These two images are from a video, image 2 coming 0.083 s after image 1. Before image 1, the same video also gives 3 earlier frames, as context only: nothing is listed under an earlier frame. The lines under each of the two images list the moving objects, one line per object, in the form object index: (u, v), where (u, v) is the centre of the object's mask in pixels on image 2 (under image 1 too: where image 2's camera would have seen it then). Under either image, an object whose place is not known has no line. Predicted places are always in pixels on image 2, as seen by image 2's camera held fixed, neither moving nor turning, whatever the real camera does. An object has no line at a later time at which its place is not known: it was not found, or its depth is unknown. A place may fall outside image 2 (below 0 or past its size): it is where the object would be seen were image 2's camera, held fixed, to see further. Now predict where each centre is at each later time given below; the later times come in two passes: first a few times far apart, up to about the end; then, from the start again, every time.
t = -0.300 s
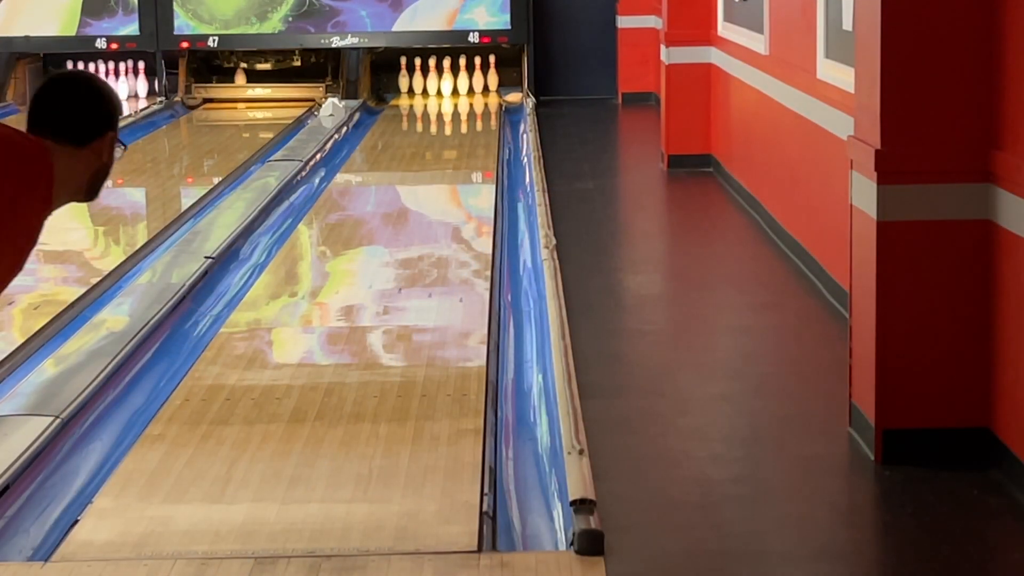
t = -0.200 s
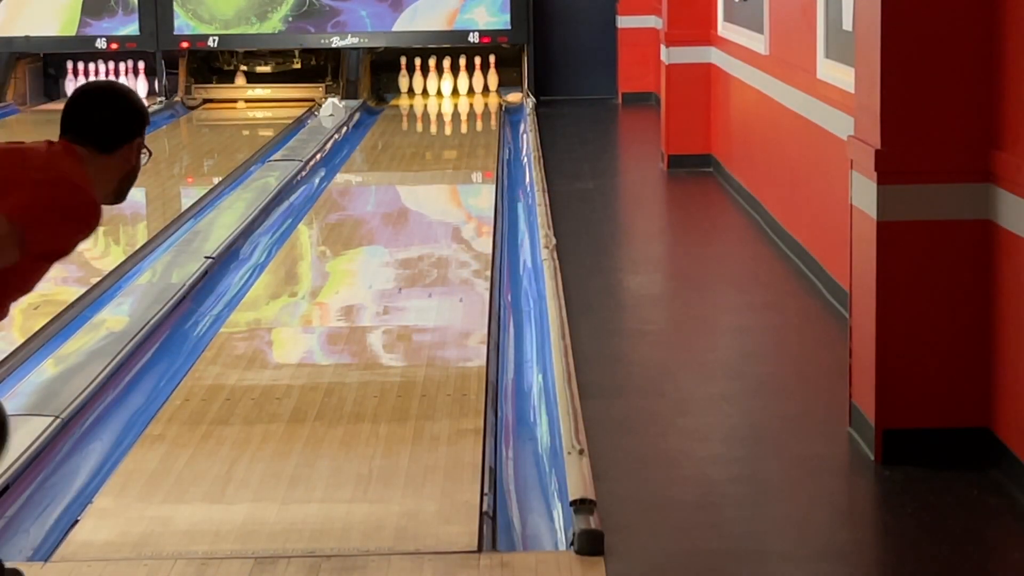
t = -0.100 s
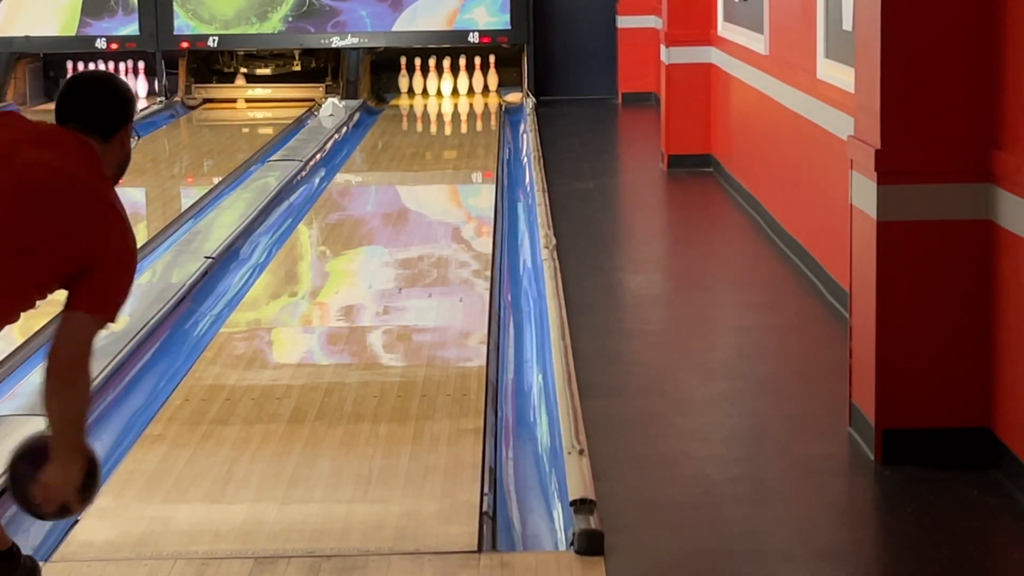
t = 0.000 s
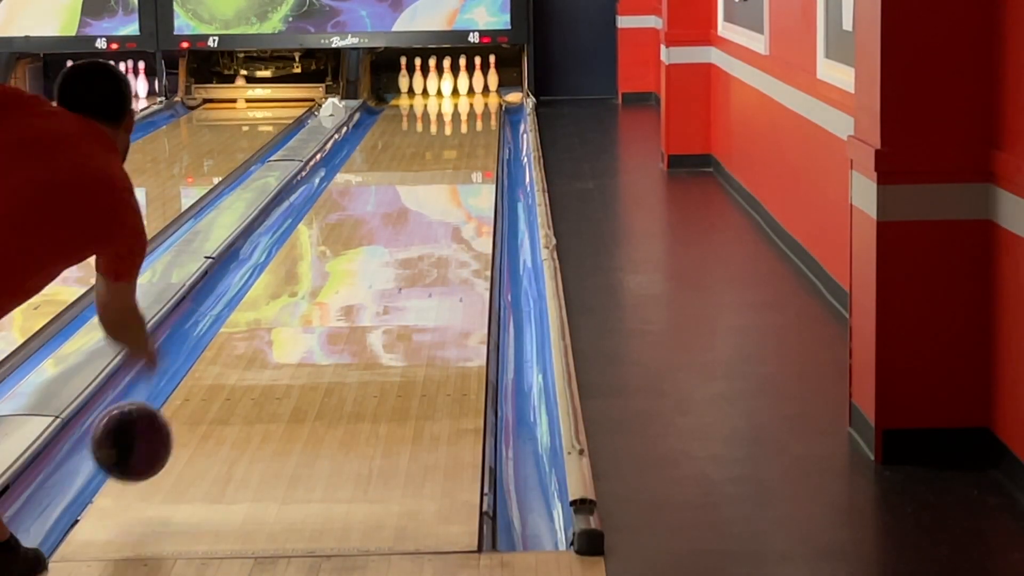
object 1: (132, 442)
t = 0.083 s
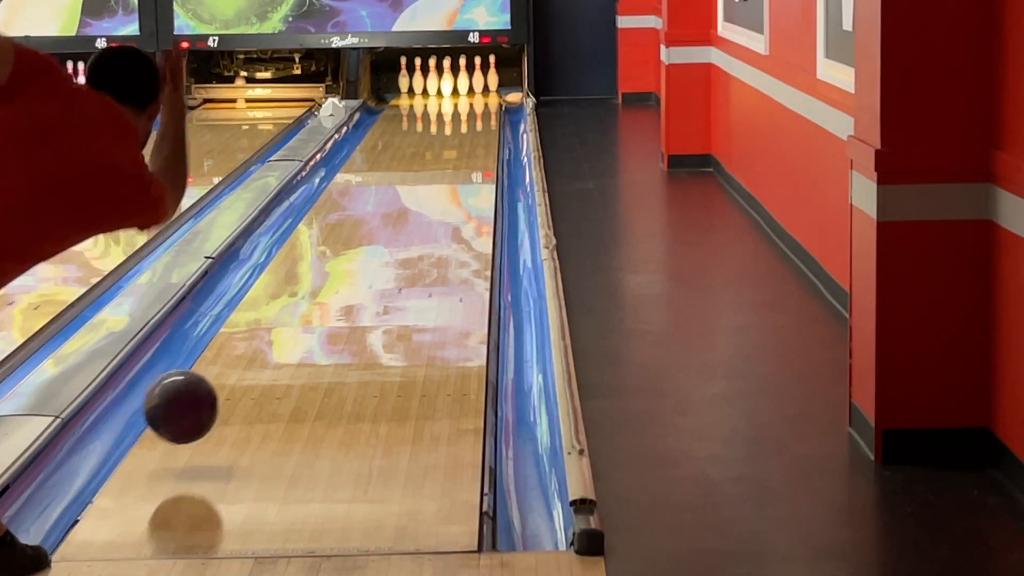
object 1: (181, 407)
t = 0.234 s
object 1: (252, 365)
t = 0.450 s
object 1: (322, 294)
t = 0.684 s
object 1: (375, 242)
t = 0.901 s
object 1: (410, 205)
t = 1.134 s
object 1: (439, 175)
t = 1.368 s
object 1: (461, 151)
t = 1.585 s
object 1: (476, 133)
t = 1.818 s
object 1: (485, 117)
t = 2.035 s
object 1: (484, 105)
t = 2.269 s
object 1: (474, 95)
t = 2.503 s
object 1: (461, 87)
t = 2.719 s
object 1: (465, 81)
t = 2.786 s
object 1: (466, 80)
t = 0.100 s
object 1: (190, 403)
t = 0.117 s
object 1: (199, 401)
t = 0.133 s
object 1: (207, 400)
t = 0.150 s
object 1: (216, 399)
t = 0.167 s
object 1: (223, 392)
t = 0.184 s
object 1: (231, 384)
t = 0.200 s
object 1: (238, 377)
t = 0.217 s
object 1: (245, 372)
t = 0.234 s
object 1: (252, 365)
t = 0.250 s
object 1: (258, 359)
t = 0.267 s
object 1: (264, 352)
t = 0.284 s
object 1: (270, 346)
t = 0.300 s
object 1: (276, 340)
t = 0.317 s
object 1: (282, 334)
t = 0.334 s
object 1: (288, 329)
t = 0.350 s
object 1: (293, 323)
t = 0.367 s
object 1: (298, 318)
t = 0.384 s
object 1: (303, 313)
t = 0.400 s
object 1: (308, 308)
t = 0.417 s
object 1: (313, 304)
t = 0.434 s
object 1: (318, 298)
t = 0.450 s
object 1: (322, 294)
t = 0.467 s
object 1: (327, 290)
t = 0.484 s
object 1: (331, 286)
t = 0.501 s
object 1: (335, 281)
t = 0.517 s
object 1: (339, 277)
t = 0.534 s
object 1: (343, 273)
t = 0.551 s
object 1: (347, 269)
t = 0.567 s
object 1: (351, 266)
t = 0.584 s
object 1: (355, 262)
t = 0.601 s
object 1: (358, 258)
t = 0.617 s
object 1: (362, 255)
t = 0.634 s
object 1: (365, 251)
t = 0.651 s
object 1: (369, 248)
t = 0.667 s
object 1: (372, 245)
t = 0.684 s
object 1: (375, 242)
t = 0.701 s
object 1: (378, 238)
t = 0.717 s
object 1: (381, 235)
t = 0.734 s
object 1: (384, 232)
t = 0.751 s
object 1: (387, 229)
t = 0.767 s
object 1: (390, 226)
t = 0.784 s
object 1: (393, 223)
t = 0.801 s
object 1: (395, 220)
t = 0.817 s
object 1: (398, 218)
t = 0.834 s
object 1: (401, 215)
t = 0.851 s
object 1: (403, 213)
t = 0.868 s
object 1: (406, 210)
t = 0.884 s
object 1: (408, 207)
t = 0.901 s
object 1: (410, 205)
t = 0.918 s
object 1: (413, 202)
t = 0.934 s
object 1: (415, 200)
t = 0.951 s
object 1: (417, 198)
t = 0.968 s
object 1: (419, 195)
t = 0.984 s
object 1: (422, 193)
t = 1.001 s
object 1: (424, 191)
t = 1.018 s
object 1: (426, 189)
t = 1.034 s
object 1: (428, 186)
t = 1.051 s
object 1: (430, 185)
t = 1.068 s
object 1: (432, 183)
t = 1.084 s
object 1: (434, 181)
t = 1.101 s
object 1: (436, 179)
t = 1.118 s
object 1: (437, 177)
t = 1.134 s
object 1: (439, 175)
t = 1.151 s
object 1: (441, 173)
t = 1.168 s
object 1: (443, 171)
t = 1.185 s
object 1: (444, 169)
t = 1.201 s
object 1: (446, 168)
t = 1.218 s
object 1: (448, 166)
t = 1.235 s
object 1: (449, 164)
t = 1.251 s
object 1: (451, 163)
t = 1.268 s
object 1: (452, 161)
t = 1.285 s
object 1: (454, 159)
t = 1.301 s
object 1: (455, 158)
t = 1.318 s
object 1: (457, 156)
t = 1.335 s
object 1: (458, 154)
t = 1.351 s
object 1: (460, 153)
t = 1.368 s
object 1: (461, 151)
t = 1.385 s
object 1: (462, 150)
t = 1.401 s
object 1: (463, 148)
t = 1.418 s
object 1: (465, 147)
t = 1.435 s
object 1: (466, 145)
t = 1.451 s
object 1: (467, 144)
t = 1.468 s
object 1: (468, 142)
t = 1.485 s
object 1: (469, 141)
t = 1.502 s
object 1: (471, 139)
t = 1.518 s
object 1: (472, 138)
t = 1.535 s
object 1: (473, 137)
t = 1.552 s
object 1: (474, 136)
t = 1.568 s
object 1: (475, 135)
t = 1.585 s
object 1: (476, 133)
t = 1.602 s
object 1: (476, 132)
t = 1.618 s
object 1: (478, 131)
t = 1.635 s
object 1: (479, 130)
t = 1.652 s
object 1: (479, 128)
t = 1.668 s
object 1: (480, 127)
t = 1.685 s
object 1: (480, 127)
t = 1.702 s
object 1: (481, 125)
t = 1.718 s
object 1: (482, 123)
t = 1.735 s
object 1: (482, 122)
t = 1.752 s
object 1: (483, 121)
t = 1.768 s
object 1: (484, 120)
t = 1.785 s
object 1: (484, 119)
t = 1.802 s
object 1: (485, 118)
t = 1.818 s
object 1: (485, 117)
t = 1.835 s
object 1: (485, 116)
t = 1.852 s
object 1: (485, 115)
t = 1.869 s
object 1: (485, 114)
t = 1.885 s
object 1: (485, 113)
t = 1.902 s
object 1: (485, 112)
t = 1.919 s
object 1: (486, 112)
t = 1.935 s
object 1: (486, 111)
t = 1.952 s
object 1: (486, 110)
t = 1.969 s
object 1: (485, 109)
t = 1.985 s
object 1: (485, 108)
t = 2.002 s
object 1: (485, 107)
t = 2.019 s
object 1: (485, 106)
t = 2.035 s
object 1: (484, 105)
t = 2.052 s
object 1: (484, 105)
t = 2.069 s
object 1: (484, 104)
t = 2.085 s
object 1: (483, 103)
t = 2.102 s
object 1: (482, 102)
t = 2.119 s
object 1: (481, 102)
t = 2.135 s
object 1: (481, 100)
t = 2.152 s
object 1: (480, 100)
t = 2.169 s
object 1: (479, 99)
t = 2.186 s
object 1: (478, 98)
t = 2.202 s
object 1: (478, 98)
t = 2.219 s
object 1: (477, 97)
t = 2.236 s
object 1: (475, 96)
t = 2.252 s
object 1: (474, 96)
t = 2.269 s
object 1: (474, 95)
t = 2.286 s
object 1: (472, 94)
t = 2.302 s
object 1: (471, 94)
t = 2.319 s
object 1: (471, 93)
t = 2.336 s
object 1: (469, 93)
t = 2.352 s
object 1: (468, 92)
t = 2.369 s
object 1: (467, 91)
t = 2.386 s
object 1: (466, 91)
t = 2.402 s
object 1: (465, 90)
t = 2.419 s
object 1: (465, 89)
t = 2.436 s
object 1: (464, 89)
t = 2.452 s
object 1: (463, 89)
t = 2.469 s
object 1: (462, 87)
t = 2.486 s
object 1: (462, 87)
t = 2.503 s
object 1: (461, 87)
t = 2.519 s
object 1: (461, 86)
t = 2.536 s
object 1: (461, 86)
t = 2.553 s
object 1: (462, 85)
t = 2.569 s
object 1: (462, 85)
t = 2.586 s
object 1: (462, 84)
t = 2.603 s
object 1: (462, 83)
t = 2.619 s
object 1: (463, 83)
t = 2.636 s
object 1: (464, 83)
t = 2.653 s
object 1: (464, 82)
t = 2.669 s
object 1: (464, 82)
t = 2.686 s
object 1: (463, 83)
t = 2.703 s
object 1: (463, 82)
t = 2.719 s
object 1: (465, 81)
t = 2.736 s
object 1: (464, 81)
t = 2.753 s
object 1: (466, 82)
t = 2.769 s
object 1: (465, 81)
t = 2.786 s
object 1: (466, 80)
